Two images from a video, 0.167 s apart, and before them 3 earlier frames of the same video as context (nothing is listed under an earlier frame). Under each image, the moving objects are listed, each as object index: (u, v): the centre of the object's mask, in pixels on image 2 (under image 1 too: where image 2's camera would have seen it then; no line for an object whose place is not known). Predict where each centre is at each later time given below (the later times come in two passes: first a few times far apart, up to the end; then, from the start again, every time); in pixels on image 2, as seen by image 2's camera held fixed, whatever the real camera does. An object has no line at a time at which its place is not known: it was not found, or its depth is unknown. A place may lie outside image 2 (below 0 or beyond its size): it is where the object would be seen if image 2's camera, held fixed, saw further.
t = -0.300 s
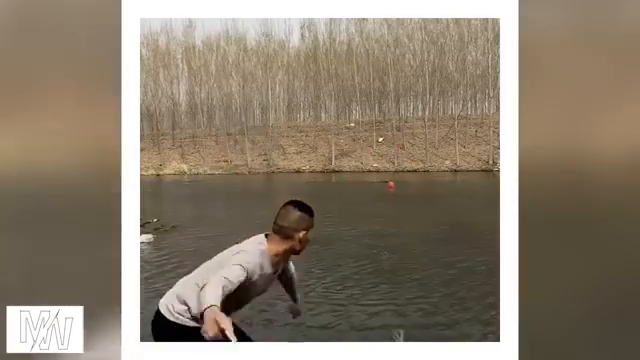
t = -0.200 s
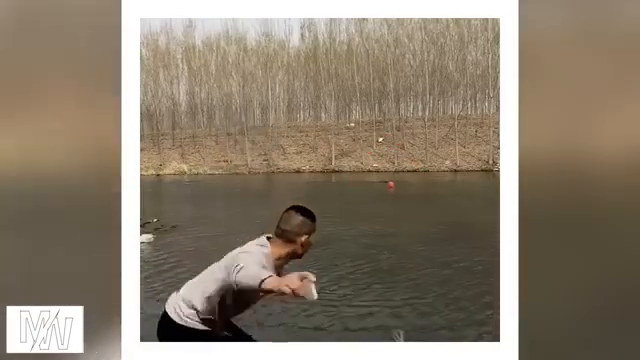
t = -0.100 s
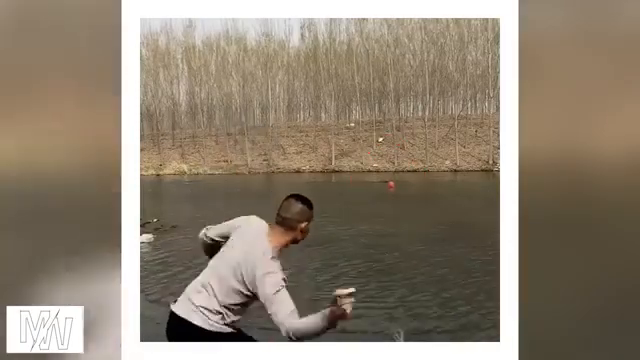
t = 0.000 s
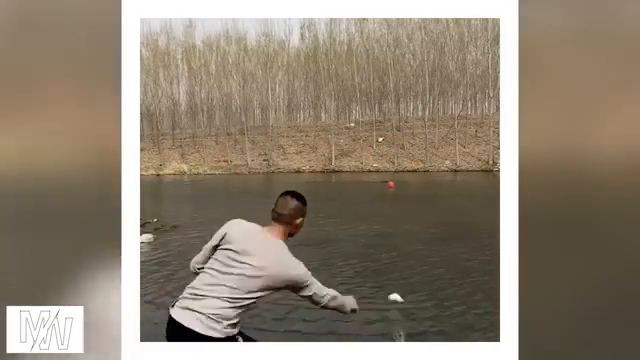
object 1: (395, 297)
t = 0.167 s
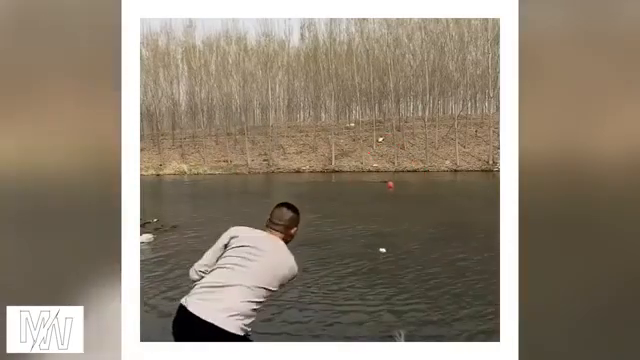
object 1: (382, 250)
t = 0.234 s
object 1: (382, 246)
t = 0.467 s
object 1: (379, 240)
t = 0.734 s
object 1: (377, 240)
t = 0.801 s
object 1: (377, 240)
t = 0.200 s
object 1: (381, 248)
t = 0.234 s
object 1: (382, 246)
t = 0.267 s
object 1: (381, 244)
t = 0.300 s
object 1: (380, 243)
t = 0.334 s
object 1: (380, 242)
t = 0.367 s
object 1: (379, 242)
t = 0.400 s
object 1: (379, 241)
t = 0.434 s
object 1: (378, 241)
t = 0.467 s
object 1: (379, 240)
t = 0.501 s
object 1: (378, 240)
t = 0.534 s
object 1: (378, 240)
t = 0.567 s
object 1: (378, 240)
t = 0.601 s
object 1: (378, 240)
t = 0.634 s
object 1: (378, 240)
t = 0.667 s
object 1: (378, 240)
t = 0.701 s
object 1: (378, 240)
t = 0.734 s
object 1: (377, 240)
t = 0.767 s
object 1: (377, 240)
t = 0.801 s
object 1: (377, 240)
